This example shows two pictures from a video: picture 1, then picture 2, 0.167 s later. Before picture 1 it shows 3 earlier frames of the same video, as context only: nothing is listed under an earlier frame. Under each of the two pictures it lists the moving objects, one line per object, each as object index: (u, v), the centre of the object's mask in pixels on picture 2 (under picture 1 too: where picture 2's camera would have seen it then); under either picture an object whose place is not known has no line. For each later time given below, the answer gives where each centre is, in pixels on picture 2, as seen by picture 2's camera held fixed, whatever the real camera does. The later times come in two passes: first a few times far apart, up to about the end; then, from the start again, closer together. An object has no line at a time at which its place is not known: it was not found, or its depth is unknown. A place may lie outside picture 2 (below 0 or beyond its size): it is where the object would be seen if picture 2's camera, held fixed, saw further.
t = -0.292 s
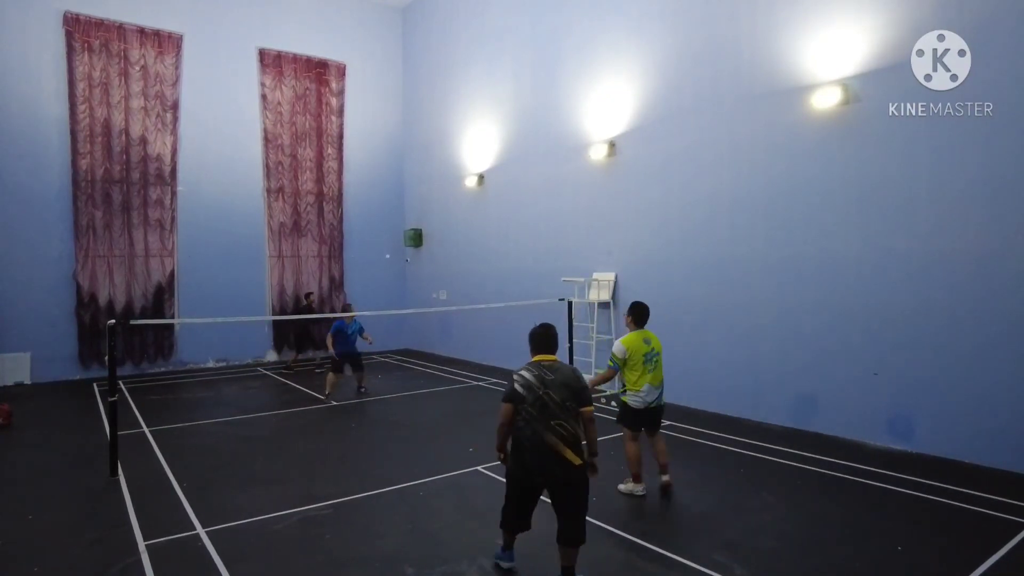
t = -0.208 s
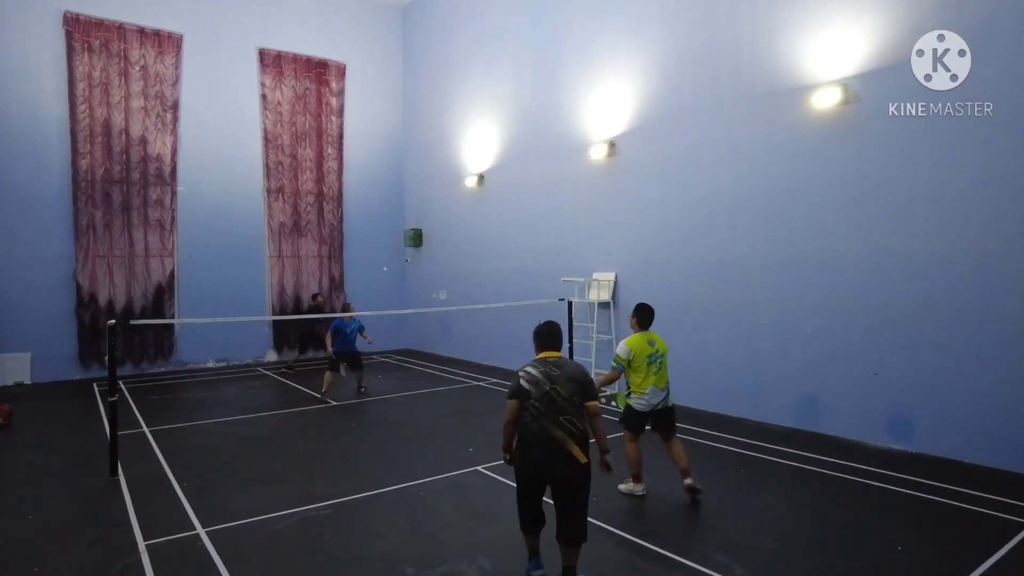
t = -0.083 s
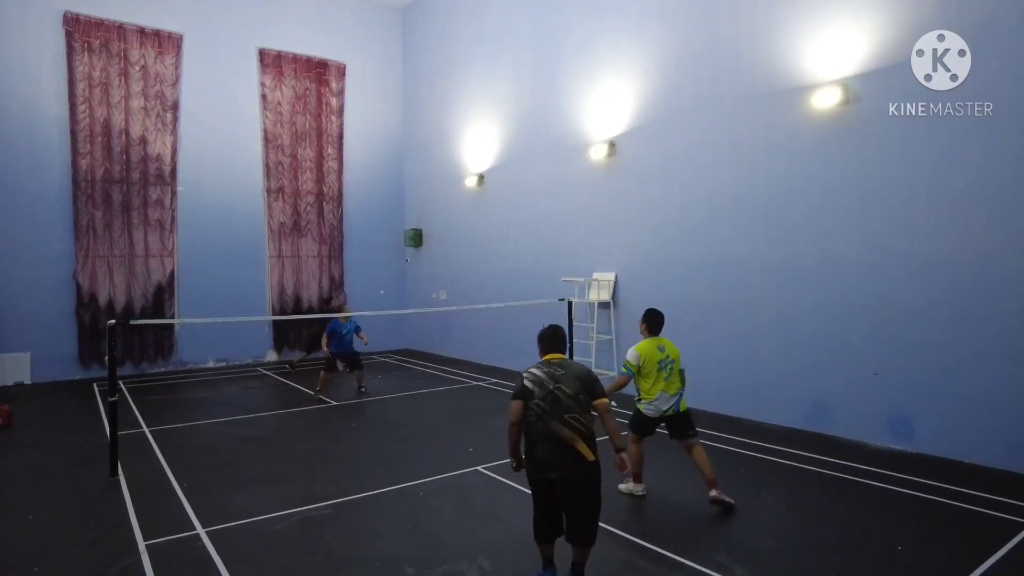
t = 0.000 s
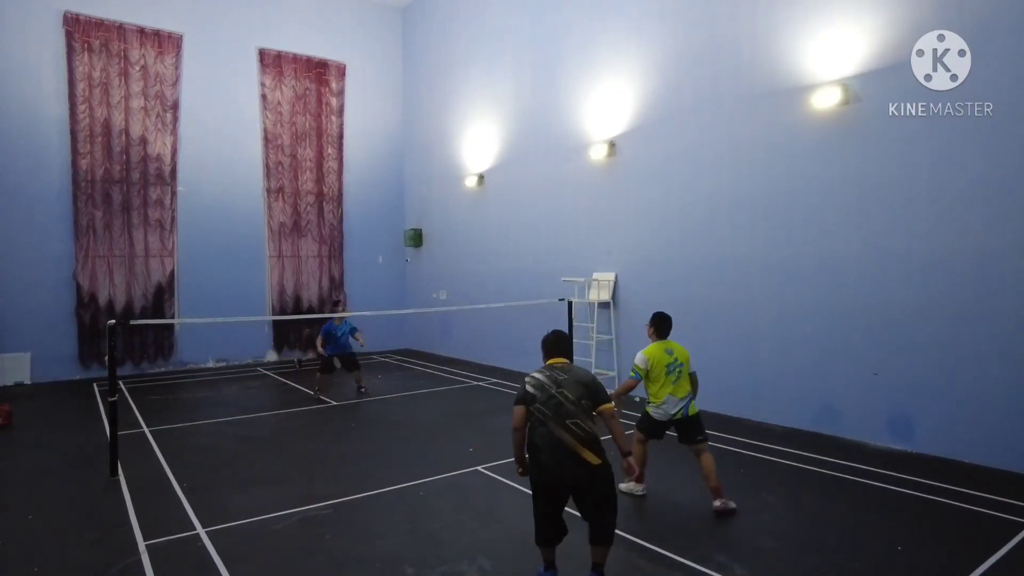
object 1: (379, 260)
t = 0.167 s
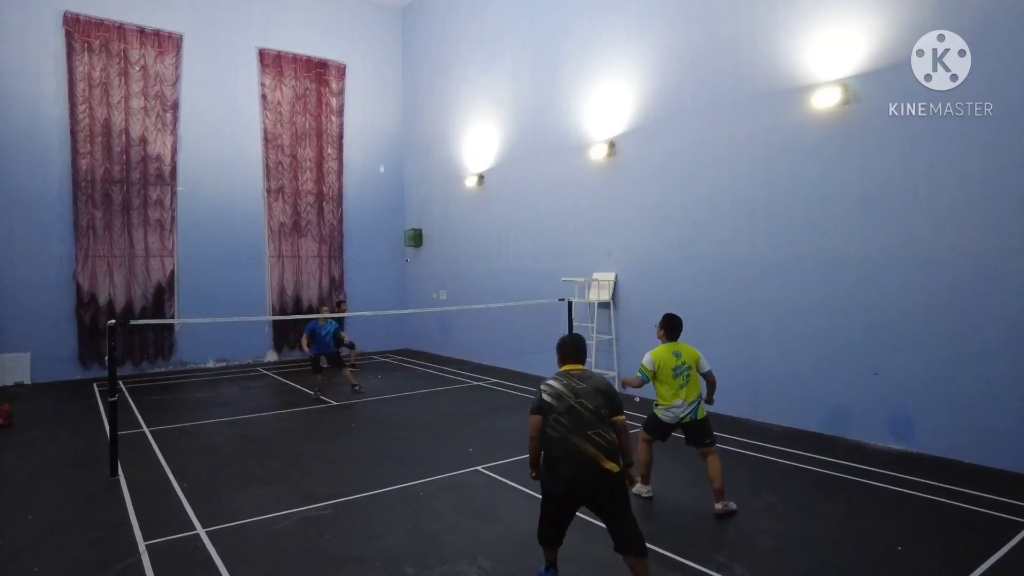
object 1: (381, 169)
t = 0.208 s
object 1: (381, 154)
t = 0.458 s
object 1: (381, 69)
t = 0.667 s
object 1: (386, 35)
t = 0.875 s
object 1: (388, 43)
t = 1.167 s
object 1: (388, 152)
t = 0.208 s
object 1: (381, 154)
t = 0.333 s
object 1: (382, 103)
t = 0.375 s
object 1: (382, 93)
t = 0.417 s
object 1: (383, 78)
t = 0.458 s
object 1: (381, 69)
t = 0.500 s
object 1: (382, 58)
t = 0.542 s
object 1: (384, 51)
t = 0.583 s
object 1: (384, 43)
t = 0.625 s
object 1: (385, 39)
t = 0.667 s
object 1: (386, 35)
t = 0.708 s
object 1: (386, 34)
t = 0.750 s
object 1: (387, 33)
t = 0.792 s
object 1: (387, 34)
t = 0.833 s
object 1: (387, 38)
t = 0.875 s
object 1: (388, 43)
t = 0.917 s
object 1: (388, 53)
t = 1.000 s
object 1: (388, 75)
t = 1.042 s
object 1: (388, 87)
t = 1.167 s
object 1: (388, 152)
